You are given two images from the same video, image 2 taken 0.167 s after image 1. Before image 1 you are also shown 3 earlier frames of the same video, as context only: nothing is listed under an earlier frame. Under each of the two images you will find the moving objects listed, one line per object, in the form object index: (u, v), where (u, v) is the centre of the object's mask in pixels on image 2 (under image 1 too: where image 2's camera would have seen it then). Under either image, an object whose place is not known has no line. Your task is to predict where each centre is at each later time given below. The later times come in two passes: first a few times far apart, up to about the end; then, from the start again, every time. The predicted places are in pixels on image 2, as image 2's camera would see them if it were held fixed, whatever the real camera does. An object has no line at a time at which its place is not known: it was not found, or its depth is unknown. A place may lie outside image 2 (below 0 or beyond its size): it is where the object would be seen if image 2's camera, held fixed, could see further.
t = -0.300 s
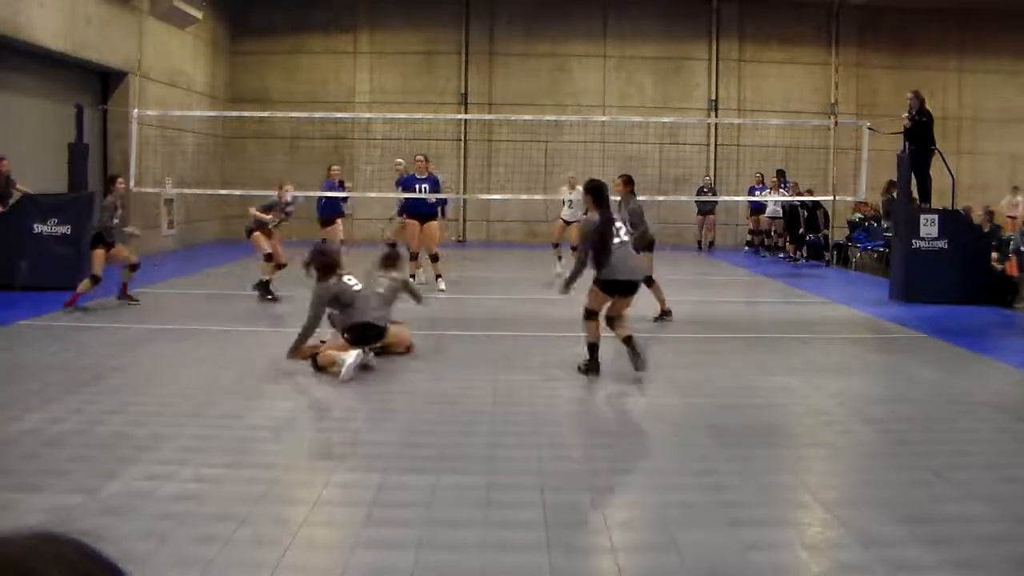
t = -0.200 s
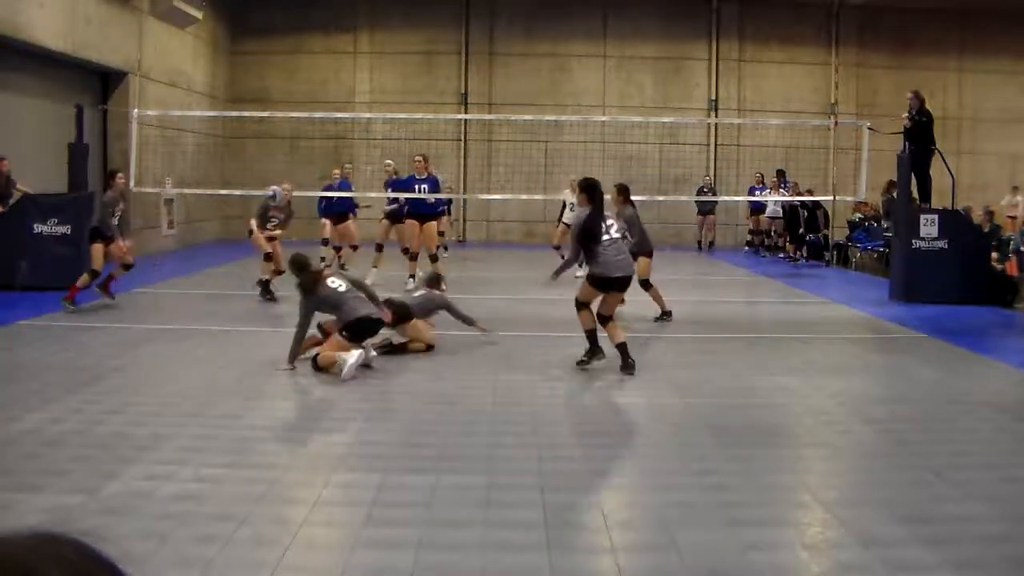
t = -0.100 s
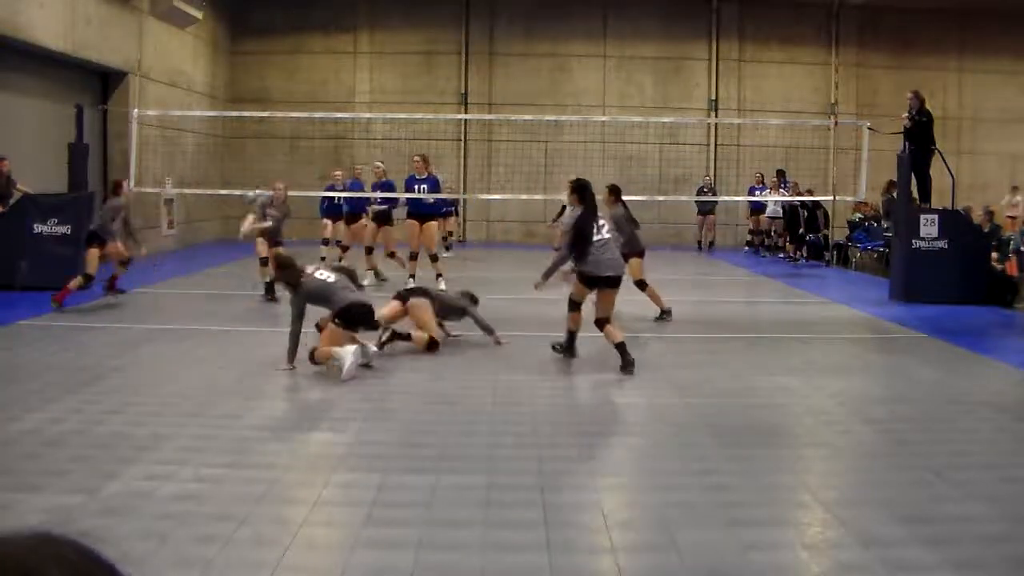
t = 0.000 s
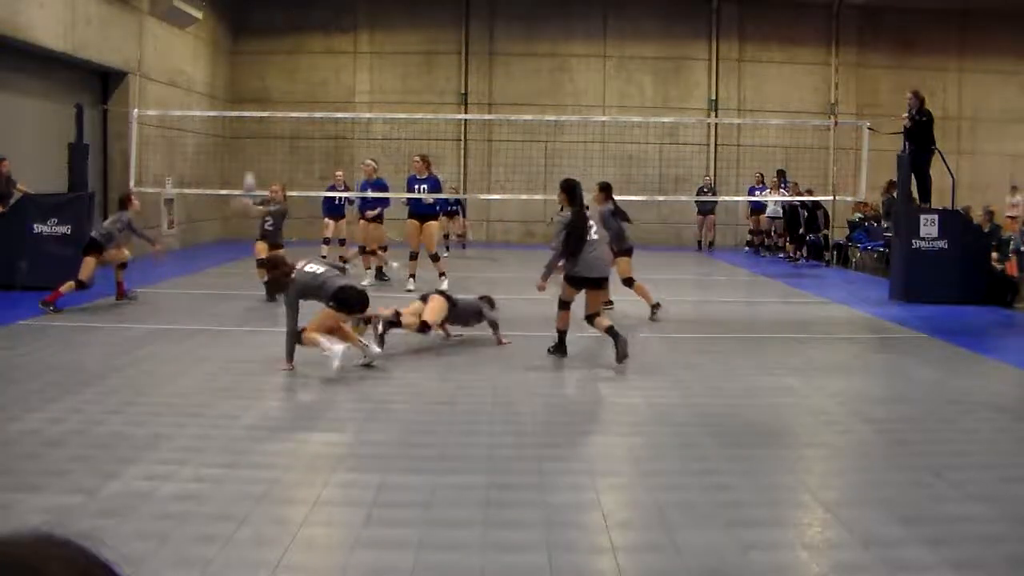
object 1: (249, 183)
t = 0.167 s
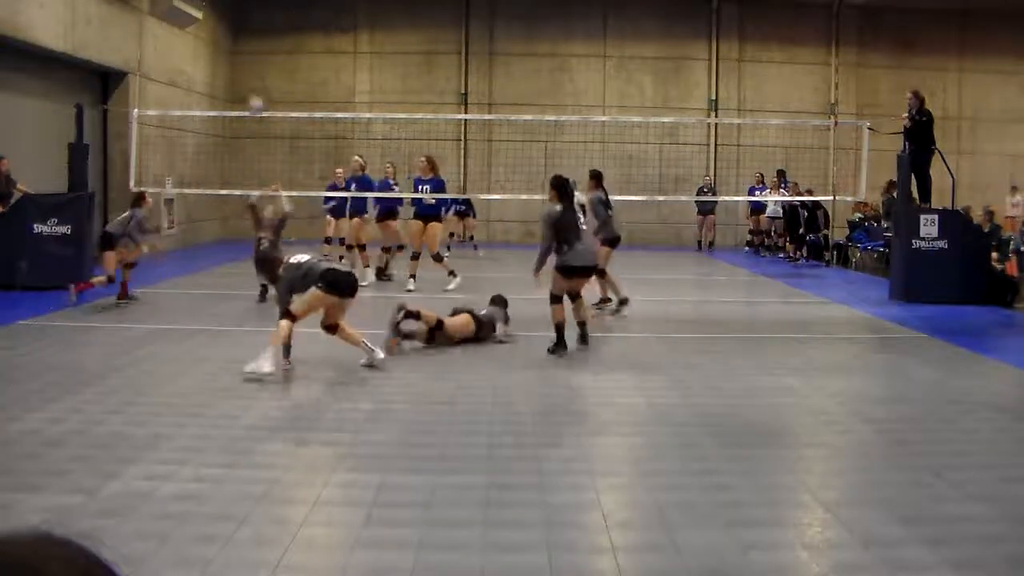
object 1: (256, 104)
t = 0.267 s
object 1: (260, 69)
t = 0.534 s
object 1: (271, 24)
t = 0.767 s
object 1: (278, 29)
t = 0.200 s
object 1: (259, 92)
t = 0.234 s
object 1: (261, 81)
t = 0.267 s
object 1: (260, 69)
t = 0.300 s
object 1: (262, 60)
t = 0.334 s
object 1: (264, 52)
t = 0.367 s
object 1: (264, 48)
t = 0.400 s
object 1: (266, 39)
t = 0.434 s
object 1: (267, 34)
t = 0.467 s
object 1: (268, 30)
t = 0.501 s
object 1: (270, 26)
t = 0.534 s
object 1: (271, 24)
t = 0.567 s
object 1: (272, 22)
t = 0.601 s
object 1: (273, 21)
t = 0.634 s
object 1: (274, 21)
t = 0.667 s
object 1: (276, 21)
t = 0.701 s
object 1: (277, 23)
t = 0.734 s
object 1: (278, 25)
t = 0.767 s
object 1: (278, 29)
